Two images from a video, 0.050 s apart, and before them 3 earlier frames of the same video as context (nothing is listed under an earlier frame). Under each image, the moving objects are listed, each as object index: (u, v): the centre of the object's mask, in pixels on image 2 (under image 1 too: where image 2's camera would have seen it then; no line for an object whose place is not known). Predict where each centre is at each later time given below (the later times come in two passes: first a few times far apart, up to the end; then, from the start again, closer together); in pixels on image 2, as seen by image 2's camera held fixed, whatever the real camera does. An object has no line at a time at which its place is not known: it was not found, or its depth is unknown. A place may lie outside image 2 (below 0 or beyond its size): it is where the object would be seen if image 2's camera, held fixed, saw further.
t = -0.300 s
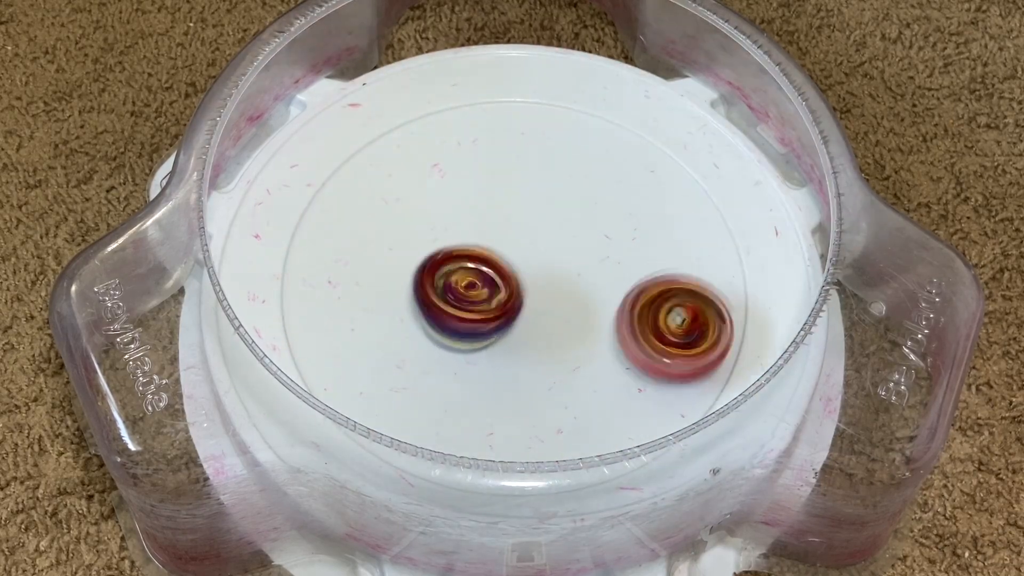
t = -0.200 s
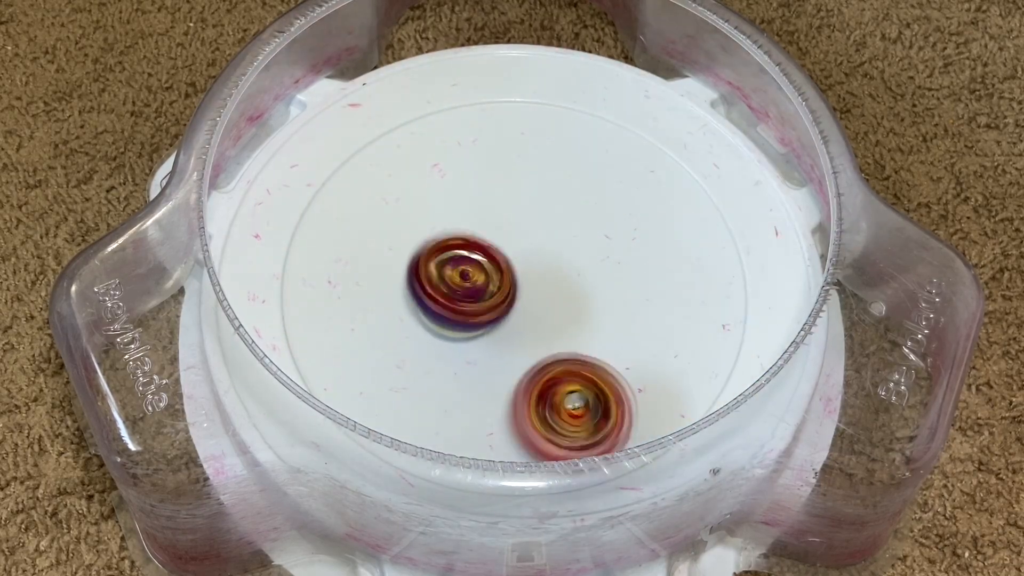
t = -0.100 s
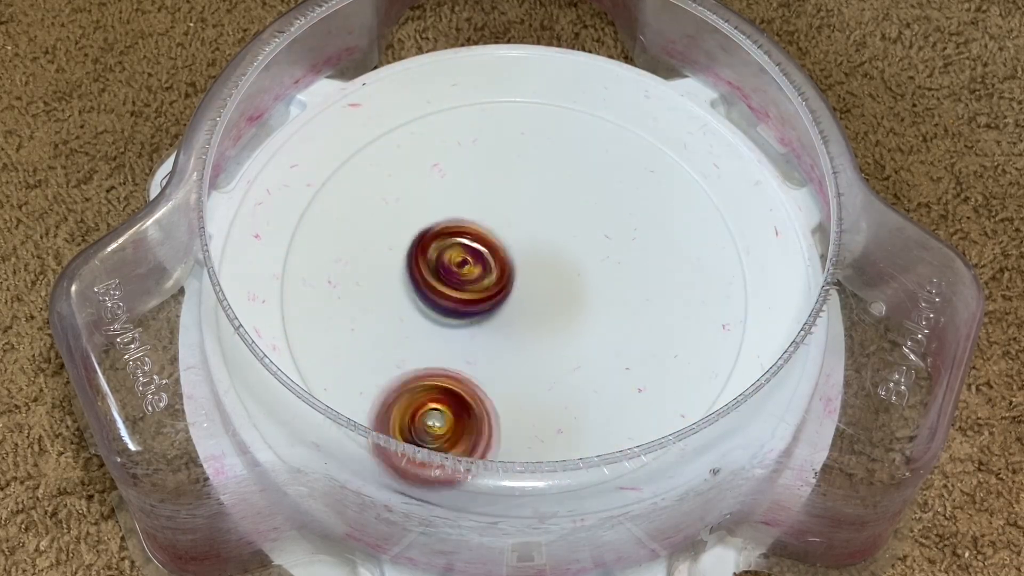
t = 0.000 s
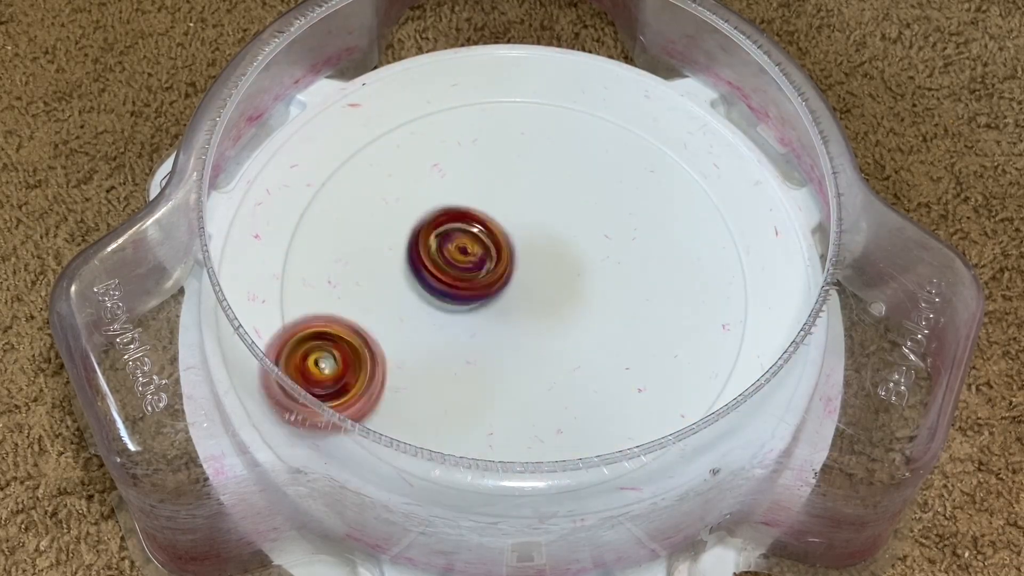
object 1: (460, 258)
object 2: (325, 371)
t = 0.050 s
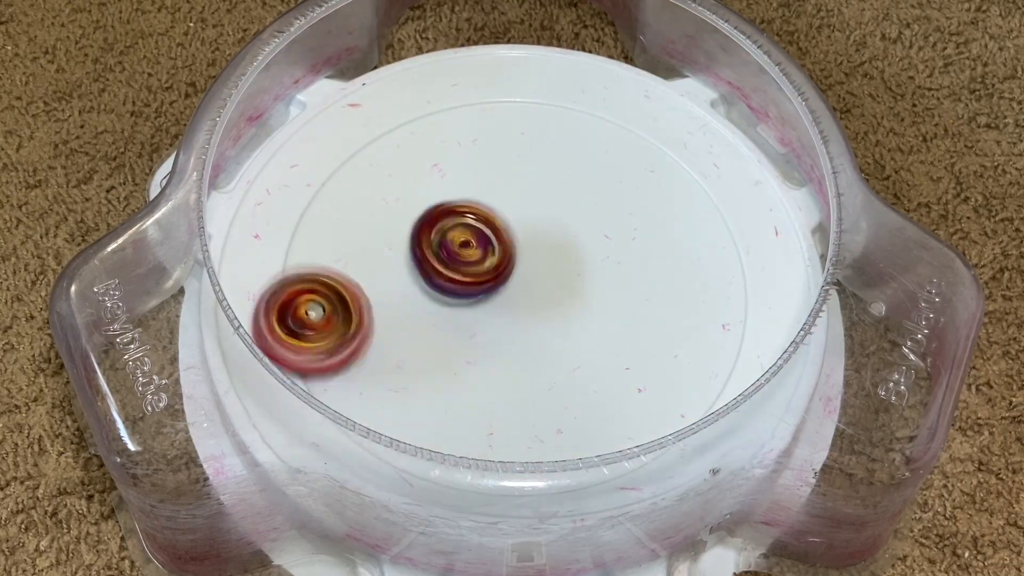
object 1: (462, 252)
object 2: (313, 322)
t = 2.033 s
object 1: (432, 214)
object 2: (296, 317)
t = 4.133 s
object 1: (462, 217)
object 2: (594, 258)
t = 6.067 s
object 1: (592, 192)
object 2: (637, 289)
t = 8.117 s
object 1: (552, 303)
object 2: (478, 235)
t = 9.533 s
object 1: (541, 221)
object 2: (455, 296)
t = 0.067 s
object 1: (464, 250)
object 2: (310, 305)
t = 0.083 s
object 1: (465, 249)
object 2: (309, 288)
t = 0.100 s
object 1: (466, 247)
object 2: (309, 272)
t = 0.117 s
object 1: (467, 245)
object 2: (310, 255)
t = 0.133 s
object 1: (468, 242)
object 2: (311, 238)
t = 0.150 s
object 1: (469, 240)
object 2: (314, 221)
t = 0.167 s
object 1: (471, 240)
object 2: (319, 205)
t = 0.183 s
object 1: (472, 237)
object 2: (328, 191)
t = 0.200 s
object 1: (474, 235)
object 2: (339, 178)
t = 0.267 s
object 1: (480, 230)
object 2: (398, 140)
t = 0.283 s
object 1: (482, 229)
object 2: (416, 135)
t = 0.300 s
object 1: (485, 228)
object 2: (435, 132)
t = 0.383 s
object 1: (495, 225)
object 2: (533, 141)
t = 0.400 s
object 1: (496, 225)
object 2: (551, 148)
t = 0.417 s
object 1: (499, 225)
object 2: (569, 156)
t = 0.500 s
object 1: (509, 225)
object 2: (645, 215)
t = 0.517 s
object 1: (511, 224)
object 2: (656, 229)
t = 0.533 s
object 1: (513, 225)
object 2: (667, 244)
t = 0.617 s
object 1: (525, 227)
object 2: (692, 324)
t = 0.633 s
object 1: (527, 228)
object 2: (693, 341)
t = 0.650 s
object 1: (528, 229)
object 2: (691, 357)
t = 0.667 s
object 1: (531, 230)
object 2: (686, 371)
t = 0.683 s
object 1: (533, 230)
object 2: (676, 384)
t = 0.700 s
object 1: (535, 232)
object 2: (664, 395)
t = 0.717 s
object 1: (537, 233)
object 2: (660, 417)
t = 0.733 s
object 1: (538, 234)
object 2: (646, 429)
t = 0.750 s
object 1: (540, 236)
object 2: (625, 432)
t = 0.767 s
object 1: (542, 236)
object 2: (604, 439)
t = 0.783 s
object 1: (543, 238)
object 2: (583, 442)
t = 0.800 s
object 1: (545, 240)
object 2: (563, 448)
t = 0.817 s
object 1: (546, 242)
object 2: (540, 453)
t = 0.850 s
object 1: (549, 245)
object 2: (495, 454)
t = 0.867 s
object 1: (550, 246)
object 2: (470, 452)
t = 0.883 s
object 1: (552, 249)
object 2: (446, 445)
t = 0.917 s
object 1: (553, 252)
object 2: (407, 425)
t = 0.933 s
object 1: (554, 254)
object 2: (390, 412)
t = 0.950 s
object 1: (556, 256)
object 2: (380, 392)
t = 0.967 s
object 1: (557, 258)
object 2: (366, 379)
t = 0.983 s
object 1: (557, 260)
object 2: (354, 365)
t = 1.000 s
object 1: (557, 262)
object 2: (346, 348)
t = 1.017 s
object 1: (557, 264)
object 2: (341, 329)
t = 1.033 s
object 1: (558, 266)
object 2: (340, 310)
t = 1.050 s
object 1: (559, 269)
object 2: (341, 292)
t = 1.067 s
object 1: (558, 271)
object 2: (346, 274)
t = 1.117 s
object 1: (557, 278)
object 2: (369, 226)
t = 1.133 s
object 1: (558, 280)
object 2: (380, 211)
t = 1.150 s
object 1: (556, 282)
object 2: (393, 197)
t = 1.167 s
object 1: (556, 284)
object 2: (407, 186)
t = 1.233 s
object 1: (553, 291)
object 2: (469, 148)
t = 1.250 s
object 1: (552, 293)
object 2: (486, 141)
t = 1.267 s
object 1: (550, 294)
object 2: (503, 136)
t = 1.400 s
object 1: (536, 306)
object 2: (644, 133)
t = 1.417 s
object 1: (535, 308)
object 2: (661, 138)
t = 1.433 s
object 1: (532, 308)
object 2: (677, 144)
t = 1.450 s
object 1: (530, 309)
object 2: (692, 153)
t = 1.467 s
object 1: (527, 310)
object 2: (702, 164)
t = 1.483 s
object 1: (525, 311)
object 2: (709, 179)
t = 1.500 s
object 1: (523, 312)
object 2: (714, 193)
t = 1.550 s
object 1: (516, 313)
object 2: (728, 239)
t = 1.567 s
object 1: (514, 313)
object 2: (730, 256)
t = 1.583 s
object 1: (511, 313)
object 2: (730, 273)
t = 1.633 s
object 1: (504, 313)
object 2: (714, 323)
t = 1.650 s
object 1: (502, 313)
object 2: (701, 340)
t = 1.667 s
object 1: (500, 312)
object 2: (687, 354)
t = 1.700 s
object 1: (495, 311)
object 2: (650, 379)
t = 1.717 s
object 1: (493, 310)
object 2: (629, 389)
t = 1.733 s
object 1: (492, 310)
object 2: (607, 397)
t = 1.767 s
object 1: (487, 308)
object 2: (562, 404)
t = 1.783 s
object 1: (485, 307)
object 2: (539, 405)
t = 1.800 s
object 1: (482, 303)
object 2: (516, 406)
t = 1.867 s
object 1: (466, 264)
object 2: (438, 410)
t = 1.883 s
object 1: (462, 255)
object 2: (415, 416)
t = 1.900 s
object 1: (458, 248)
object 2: (403, 402)
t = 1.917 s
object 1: (454, 241)
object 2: (387, 395)
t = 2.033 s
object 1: (432, 214)
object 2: (296, 317)
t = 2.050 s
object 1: (431, 213)
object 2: (290, 302)
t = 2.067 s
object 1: (430, 211)
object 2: (289, 286)
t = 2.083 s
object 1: (430, 211)
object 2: (290, 270)
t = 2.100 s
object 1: (429, 210)
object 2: (292, 255)
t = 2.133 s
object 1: (428, 209)
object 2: (300, 225)
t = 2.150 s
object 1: (427, 210)
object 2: (306, 212)
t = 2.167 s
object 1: (427, 210)
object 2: (314, 201)
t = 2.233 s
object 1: (449, 219)
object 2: (336, 156)
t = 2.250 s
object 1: (455, 221)
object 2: (342, 147)
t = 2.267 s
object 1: (463, 224)
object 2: (351, 139)
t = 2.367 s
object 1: (500, 233)
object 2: (412, 114)
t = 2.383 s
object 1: (505, 233)
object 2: (424, 114)
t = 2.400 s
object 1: (510, 233)
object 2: (435, 116)
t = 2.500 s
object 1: (536, 231)
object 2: (499, 142)
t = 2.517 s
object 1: (541, 231)
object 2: (509, 146)
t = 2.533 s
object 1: (544, 237)
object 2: (517, 150)
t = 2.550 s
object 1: (550, 246)
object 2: (524, 149)
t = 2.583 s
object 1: (564, 264)
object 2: (534, 148)
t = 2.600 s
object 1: (570, 273)
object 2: (538, 148)
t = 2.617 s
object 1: (579, 281)
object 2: (541, 150)
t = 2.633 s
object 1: (586, 288)
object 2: (544, 151)
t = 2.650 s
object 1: (595, 294)
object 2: (546, 154)
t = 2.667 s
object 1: (602, 301)
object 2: (548, 157)
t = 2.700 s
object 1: (618, 312)
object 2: (550, 164)
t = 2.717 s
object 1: (626, 317)
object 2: (551, 168)
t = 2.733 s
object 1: (632, 321)
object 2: (551, 172)
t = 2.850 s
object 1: (658, 349)
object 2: (548, 208)
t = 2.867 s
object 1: (659, 351)
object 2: (547, 213)
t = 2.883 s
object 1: (658, 353)
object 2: (546, 219)
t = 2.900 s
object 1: (658, 354)
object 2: (545, 224)
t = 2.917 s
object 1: (655, 357)
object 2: (543, 229)
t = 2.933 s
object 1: (655, 359)
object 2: (542, 233)
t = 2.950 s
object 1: (651, 361)
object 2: (540, 238)
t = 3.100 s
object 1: (598, 356)
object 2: (530, 268)
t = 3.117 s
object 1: (589, 355)
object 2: (530, 270)
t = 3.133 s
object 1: (584, 359)
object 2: (526, 267)
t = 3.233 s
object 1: (539, 385)
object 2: (496, 226)
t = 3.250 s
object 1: (529, 388)
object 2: (493, 221)
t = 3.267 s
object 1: (519, 389)
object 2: (489, 218)
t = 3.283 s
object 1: (508, 391)
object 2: (486, 215)
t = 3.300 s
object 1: (499, 392)
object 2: (484, 213)
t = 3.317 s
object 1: (488, 392)
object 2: (482, 212)
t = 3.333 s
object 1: (478, 392)
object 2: (481, 211)
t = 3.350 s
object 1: (468, 391)
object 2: (481, 212)
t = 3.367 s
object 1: (458, 390)
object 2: (480, 213)
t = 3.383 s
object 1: (447, 388)
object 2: (480, 213)
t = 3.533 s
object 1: (373, 350)
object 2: (489, 223)
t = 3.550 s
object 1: (367, 344)
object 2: (490, 224)
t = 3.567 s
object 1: (362, 339)
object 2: (491, 226)
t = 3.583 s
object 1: (359, 332)
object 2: (492, 226)
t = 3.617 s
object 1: (355, 321)
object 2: (494, 228)
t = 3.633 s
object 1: (354, 316)
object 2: (495, 229)
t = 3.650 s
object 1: (355, 311)
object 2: (496, 230)
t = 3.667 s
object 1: (355, 307)
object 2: (497, 231)
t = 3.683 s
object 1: (357, 302)
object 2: (497, 231)
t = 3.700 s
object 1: (360, 298)
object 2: (498, 232)
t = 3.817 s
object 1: (386, 271)
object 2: (501, 234)
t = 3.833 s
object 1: (391, 266)
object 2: (501, 235)
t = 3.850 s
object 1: (396, 263)
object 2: (502, 235)
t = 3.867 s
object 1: (400, 259)
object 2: (502, 235)
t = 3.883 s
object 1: (400, 256)
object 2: (508, 236)
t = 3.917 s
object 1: (401, 247)
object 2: (524, 235)
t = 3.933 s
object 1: (403, 244)
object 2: (531, 235)
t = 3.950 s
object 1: (407, 241)
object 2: (539, 236)
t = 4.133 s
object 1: (462, 217)
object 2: (594, 258)
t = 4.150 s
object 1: (469, 216)
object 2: (596, 260)
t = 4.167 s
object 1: (477, 216)
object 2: (597, 262)
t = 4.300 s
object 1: (531, 202)
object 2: (606, 280)
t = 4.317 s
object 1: (538, 201)
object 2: (607, 282)
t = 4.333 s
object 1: (544, 199)
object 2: (606, 283)
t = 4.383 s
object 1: (565, 199)
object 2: (603, 285)
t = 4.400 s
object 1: (570, 200)
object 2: (601, 286)
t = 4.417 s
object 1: (577, 198)
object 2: (600, 287)
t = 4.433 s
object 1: (582, 194)
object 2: (600, 300)
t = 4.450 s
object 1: (586, 180)
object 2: (601, 315)
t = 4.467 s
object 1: (589, 169)
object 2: (601, 331)
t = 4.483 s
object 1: (594, 161)
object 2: (601, 345)
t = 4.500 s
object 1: (594, 153)
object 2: (599, 358)
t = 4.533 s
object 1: (596, 144)
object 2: (594, 381)
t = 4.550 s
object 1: (598, 143)
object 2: (589, 391)
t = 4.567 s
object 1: (598, 143)
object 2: (585, 400)
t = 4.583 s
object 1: (596, 143)
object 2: (581, 405)
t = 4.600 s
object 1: (596, 144)
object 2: (575, 409)
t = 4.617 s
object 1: (595, 148)
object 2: (571, 412)
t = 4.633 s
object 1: (593, 149)
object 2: (566, 413)
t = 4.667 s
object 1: (589, 157)
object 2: (558, 414)
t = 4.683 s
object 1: (587, 160)
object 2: (554, 414)
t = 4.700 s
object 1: (586, 162)
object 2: (550, 412)
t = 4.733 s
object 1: (580, 173)
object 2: (542, 409)
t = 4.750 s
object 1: (578, 178)
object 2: (538, 406)
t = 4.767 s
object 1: (575, 186)
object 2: (535, 401)
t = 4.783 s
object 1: (574, 191)
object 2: (530, 396)
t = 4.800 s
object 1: (570, 200)
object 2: (527, 390)
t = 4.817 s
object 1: (568, 208)
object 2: (524, 384)
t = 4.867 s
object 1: (558, 238)
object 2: (515, 365)
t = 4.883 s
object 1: (555, 249)
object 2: (512, 358)
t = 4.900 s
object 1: (553, 259)
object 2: (509, 351)
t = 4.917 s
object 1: (556, 261)
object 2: (499, 358)
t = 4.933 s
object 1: (561, 256)
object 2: (483, 365)
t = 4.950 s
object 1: (566, 252)
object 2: (470, 372)
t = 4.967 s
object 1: (568, 250)
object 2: (455, 383)
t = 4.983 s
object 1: (569, 245)
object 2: (443, 388)
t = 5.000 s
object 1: (570, 243)
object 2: (430, 394)
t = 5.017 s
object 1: (570, 241)
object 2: (419, 395)
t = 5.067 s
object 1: (570, 237)
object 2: (387, 392)
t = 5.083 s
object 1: (571, 237)
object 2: (379, 389)
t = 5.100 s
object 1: (569, 238)
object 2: (372, 387)
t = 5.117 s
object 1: (567, 239)
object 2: (365, 385)
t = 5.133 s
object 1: (566, 241)
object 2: (358, 382)
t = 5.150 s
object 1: (562, 242)
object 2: (353, 378)
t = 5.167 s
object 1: (558, 244)
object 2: (350, 375)
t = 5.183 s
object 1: (553, 246)
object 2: (349, 372)
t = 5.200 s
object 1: (547, 247)
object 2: (349, 370)
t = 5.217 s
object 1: (541, 249)
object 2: (349, 368)
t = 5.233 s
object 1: (534, 250)
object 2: (350, 365)
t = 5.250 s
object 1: (526, 251)
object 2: (353, 362)
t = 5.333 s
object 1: (484, 251)
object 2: (386, 332)
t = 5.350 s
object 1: (475, 250)
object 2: (395, 326)
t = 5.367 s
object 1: (467, 247)
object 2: (403, 319)
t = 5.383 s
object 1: (462, 240)
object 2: (409, 317)
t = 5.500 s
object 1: (427, 186)
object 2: (445, 318)
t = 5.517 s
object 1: (422, 181)
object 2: (453, 316)
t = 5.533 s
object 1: (419, 175)
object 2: (460, 316)
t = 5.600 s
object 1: (413, 156)
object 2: (495, 313)
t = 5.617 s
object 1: (411, 153)
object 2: (504, 312)
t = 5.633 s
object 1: (412, 148)
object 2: (514, 311)
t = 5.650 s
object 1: (413, 147)
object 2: (523, 311)
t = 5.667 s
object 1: (413, 145)
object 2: (534, 310)
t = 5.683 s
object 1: (414, 144)
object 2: (544, 309)
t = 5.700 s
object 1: (416, 144)
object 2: (553, 307)
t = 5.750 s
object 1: (423, 143)
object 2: (582, 303)
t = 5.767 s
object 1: (426, 142)
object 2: (591, 302)
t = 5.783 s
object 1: (431, 143)
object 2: (599, 299)
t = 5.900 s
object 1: (492, 161)
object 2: (636, 286)
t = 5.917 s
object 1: (502, 166)
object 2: (638, 284)
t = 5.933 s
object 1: (514, 171)
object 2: (637, 282)
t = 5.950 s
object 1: (526, 176)
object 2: (637, 280)
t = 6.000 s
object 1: (562, 191)
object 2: (634, 276)
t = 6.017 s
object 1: (572, 195)
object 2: (632, 277)
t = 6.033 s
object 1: (582, 193)
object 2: (635, 282)
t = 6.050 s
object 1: (587, 194)
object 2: (637, 286)
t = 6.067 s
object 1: (592, 192)
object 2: (637, 289)
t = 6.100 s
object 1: (602, 191)
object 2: (634, 295)
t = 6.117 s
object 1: (609, 189)
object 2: (633, 297)
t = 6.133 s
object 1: (612, 191)
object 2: (630, 298)
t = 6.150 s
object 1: (615, 191)
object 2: (625, 299)
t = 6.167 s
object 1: (620, 193)
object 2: (620, 300)
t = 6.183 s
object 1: (619, 195)
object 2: (616, 300)
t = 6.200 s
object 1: (624, 196)
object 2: (610, 300)
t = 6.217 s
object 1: (625, 197)
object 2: (602, 304)
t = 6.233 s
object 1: (628, 186)
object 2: (592, 317)
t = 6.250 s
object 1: (631, 178)
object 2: (584, 329)
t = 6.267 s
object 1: (629, 167)
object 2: (572, 343)
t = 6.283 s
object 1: (633, 160)
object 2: (560, 353)
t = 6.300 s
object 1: (630, 153)
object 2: (549, 363)
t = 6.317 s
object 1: (628, 145)
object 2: (537, 371)
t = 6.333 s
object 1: (626, 140)
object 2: (523, 377)
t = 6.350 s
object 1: (621, 136)
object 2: (510, 381)
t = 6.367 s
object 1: (619, 131)
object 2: (498, 384)
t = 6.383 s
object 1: (614, 128)
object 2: (485, 385)
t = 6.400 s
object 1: (609, 126)
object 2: (471, 384)
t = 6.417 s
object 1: (605, 125)
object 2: (459, 382)
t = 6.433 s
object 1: (598, 126)
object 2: (445, 380)
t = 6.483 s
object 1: (581, 131)
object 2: (407, 370)
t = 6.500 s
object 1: (575, 133)
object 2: (393, 366)
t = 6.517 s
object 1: (570, 137)
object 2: (382, 360)
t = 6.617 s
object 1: (532, 166)
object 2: (329, 321)
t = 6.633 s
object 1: (525, 172)
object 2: (324, 314)
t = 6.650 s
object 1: (518, 178)
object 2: (321, 306)
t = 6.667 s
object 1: (512, 184)
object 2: (318, 298)
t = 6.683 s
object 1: (505, 191)
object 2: (318, 292)
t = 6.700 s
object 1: (499, 197)
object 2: (318, 286)
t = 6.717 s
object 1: (491, 204)
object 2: (320, 280)
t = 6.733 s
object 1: (485, 211)
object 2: (324, 274)
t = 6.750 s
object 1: (479, 217)
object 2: (327, 270)
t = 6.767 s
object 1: (471, 223)
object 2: (333, 266)
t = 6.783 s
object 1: (465, 229)
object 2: (339, 261)
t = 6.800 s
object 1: (458, 235)
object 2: (346, 259)
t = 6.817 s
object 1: (459, 237)
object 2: (348, 257)
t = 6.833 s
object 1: (461, 241)
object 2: (348, 257)
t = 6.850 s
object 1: (462, 244)
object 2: (349, 258)
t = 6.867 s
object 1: (464, 246)
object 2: (351, 257)
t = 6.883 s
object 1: (467, 248)
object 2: (353, 257)
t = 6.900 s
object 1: (474, 250)
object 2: (352, 257)
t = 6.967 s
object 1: (488, 258)
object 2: (362, 258)
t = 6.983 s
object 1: (490, 261)
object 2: (366, 258)
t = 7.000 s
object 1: (491, 263)
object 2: (370, 257)
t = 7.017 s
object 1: (493, 263)
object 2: (376, 257)
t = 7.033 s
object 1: (495, 265)
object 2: (382, 258)
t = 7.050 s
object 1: (495, 266)
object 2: (387, 257)
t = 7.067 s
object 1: (503, 270)
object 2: (387, 256)
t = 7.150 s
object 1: (537, 287)
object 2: (388, 251)
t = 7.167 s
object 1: (542, 291)
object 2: (390, 250)
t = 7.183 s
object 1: (546, 293)
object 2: (393, 252)
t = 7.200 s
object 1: (550, 296)
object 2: (398, 251)
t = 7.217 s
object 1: (554, 299)
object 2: (403, 251)
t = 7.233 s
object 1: (553, 302)
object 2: (409, 251)
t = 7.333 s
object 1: (556, 309)
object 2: (459, 253)
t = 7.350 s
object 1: (555, 310)
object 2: (468, 253)
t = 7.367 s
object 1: (557, 310)
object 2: (475, 251)
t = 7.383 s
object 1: (563, 312)
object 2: (478, 246)
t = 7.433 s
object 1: (573, 320)
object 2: (486, 233)
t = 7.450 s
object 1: (575, 322)
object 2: (489, 230)
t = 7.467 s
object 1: (574, 322)
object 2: (493, 226)
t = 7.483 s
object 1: (572, 322)
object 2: (497, 224)
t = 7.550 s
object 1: (567, 319)
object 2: (510, 215)
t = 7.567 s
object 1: (565, 318)
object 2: (513, 214)
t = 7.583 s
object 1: (563, 317)
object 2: (515, 213)
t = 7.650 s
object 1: (555, 311)
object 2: (520, 212)
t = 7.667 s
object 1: (553, 308)
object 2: (520, 212)
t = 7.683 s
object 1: (551, 306)
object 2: (521, 213)
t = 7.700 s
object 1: (550, 307)
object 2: (518, 212)
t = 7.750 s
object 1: (549, 320)
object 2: (512, 197)
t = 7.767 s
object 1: (549, 323)
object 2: (510, 194)
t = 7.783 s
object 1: (547, 325)
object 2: (507, 192)
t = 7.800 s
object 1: (546, 325)
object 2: (506, 190)
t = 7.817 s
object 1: (543, 324)
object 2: (503, 188)
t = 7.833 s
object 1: (541, 325)
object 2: (502, 189)
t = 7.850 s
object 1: (539, 322)
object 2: (500, 189)
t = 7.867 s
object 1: (539, 321)
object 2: (499, 189)
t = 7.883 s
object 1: (539, 319)
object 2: (498, 191)
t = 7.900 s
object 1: (540, 318)
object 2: (497, 192)
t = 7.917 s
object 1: (541, 316)
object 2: (496, 194)
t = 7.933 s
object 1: (543, 315)
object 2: (495, 196)
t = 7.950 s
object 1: (543, 311)
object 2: (495, 199)
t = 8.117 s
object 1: (552, 303)
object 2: (478, 235)
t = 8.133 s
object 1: (552, 303)
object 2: (478, 241)
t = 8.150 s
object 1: (552, 302)
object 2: (473, 246)
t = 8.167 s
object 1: (555, 303)
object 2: (470, 250)
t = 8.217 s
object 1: (562, 307)
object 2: (454, 261)
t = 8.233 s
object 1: (563, 305)
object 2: (449, 265)
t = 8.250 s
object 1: (564, 304)
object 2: (447, 269)
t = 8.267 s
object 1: (565, 304)
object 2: (444, 272)
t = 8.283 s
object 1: (565, 304)
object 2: (443, 277)
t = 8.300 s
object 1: (563, 304)
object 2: (441, 280)
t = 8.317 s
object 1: (562, 303)
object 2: (441, 283)
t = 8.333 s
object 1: (562, 302)
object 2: (440, 287)
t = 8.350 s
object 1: (560, 301)
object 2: (441, 290)
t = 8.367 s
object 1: (559, 300)
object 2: (442, 293)
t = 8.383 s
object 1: (558, 299)
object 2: (443, 297)
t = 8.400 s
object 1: (559, 297)
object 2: (444, 300)
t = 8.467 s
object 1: (568, 291)
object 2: (443, 308)
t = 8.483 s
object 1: (568, 291)
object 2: (444, 311)
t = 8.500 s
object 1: (568, 290)
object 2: (446, 312)
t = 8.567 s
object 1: (570, 288)
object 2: (458, 315)
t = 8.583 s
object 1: (570, 288)
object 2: (462, 315)
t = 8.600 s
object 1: (571, 287)
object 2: (468, 315)
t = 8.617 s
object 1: (574, 287)
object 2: (469, 316)
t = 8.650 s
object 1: (578, 286)
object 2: (474, 315)
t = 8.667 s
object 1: (580, 287)
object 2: (477, 316)
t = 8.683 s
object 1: (584, 285)
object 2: (475, 316)
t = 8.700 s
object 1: (596, 285)
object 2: (468, 317)
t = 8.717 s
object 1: (603, 281)
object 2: (462, 319)
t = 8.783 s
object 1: (620, 262)
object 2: (445, 320)
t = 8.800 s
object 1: (621, 259)
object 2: (440, 322)
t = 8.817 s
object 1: (623, 257)
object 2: (440, 322)
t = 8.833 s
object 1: (625, 255)
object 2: (439, 321)
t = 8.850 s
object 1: (626, 256)
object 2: (440, 320)
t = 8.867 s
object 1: (626, 258)
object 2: (440, 319)
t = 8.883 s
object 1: (624, 259)
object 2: (440, 319)
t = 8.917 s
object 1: (617, 259)
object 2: (441, 319)
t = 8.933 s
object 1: (613, 259)
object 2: (443, 317)
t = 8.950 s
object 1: (609, 258)
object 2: (443, 317)
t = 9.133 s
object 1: (582, 257)
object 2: (450, 306)
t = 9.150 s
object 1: (579, 257)
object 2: (452, 305)
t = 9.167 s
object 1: (575, 257)
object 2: (449, 303)
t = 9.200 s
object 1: (568, 255)
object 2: (449, 302)
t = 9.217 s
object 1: (564, 254)
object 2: (450, 302)
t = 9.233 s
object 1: (560, 252)
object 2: (449, 301)
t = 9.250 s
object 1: (557, 250)
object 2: (447, 301)
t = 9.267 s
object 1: (553, 247)
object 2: (448, 301)
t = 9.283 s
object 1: (552, 245)
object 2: (446, 302)
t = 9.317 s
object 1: (546, 240)
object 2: (447, 300)
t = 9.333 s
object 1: (542, 237)
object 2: (448, 299)
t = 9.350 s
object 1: (541, 235)
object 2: (448, 298)
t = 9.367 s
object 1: (540, 232)
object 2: (449, 299)
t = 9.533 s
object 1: (541, 221)
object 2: (455, 296)
